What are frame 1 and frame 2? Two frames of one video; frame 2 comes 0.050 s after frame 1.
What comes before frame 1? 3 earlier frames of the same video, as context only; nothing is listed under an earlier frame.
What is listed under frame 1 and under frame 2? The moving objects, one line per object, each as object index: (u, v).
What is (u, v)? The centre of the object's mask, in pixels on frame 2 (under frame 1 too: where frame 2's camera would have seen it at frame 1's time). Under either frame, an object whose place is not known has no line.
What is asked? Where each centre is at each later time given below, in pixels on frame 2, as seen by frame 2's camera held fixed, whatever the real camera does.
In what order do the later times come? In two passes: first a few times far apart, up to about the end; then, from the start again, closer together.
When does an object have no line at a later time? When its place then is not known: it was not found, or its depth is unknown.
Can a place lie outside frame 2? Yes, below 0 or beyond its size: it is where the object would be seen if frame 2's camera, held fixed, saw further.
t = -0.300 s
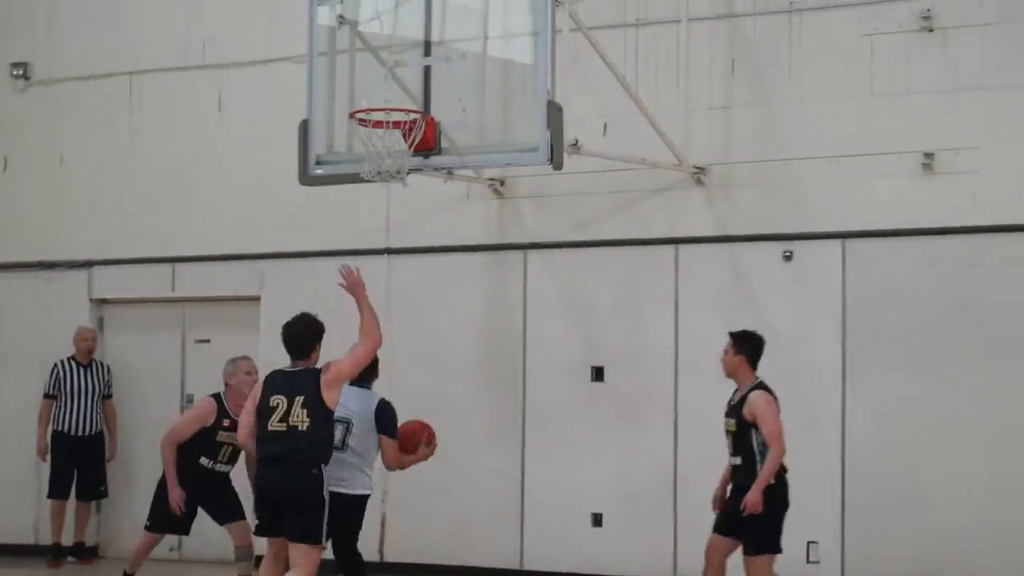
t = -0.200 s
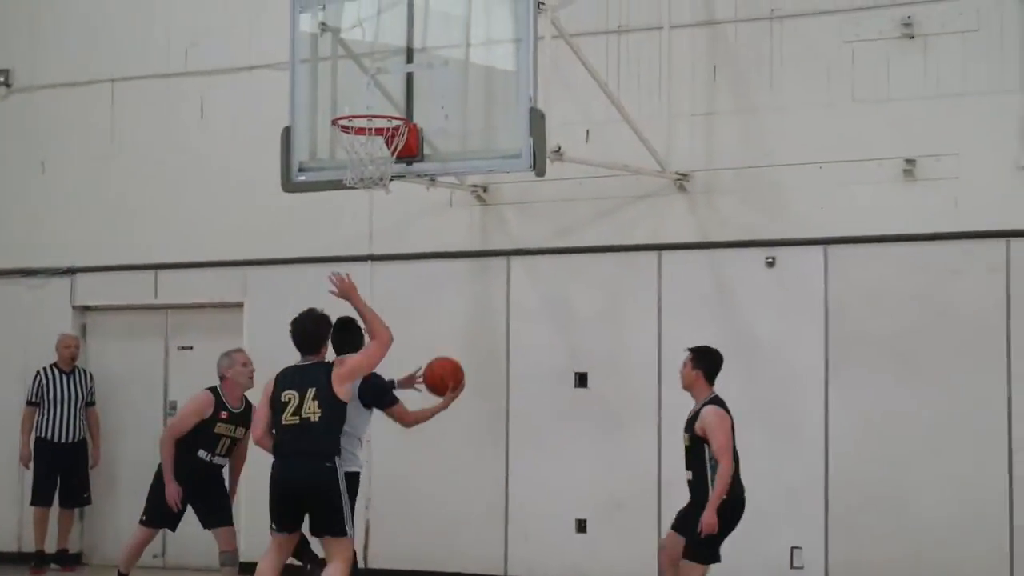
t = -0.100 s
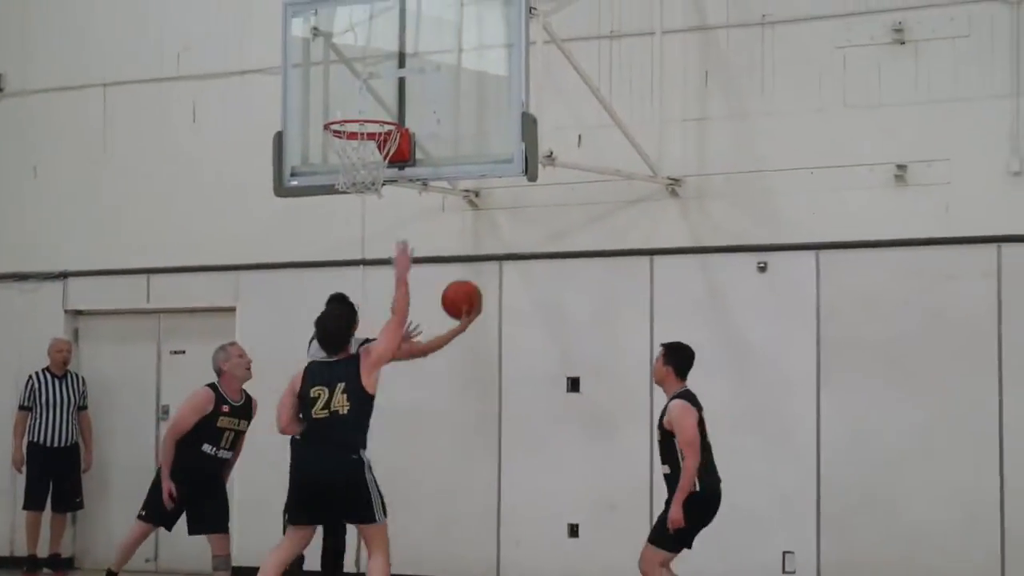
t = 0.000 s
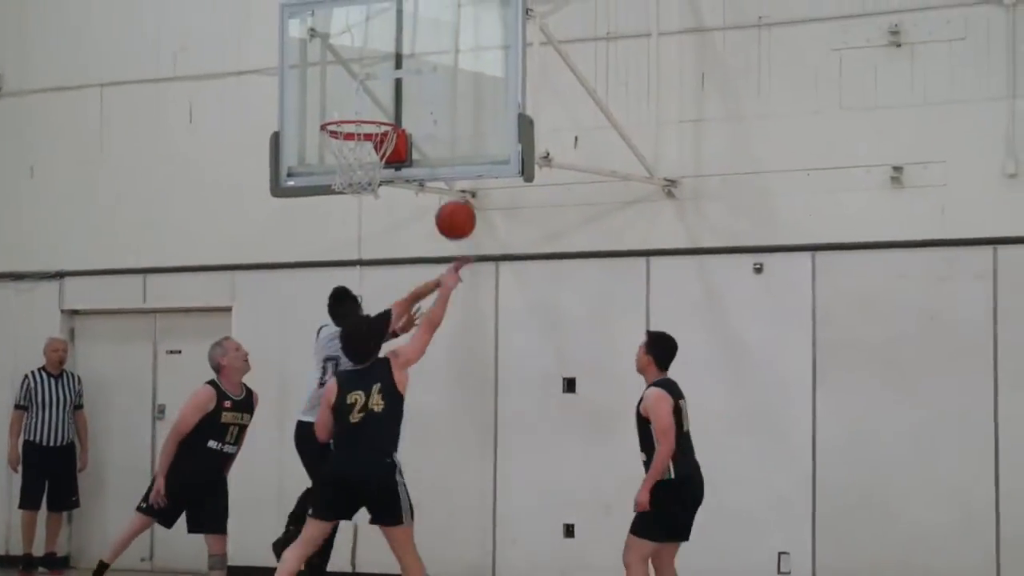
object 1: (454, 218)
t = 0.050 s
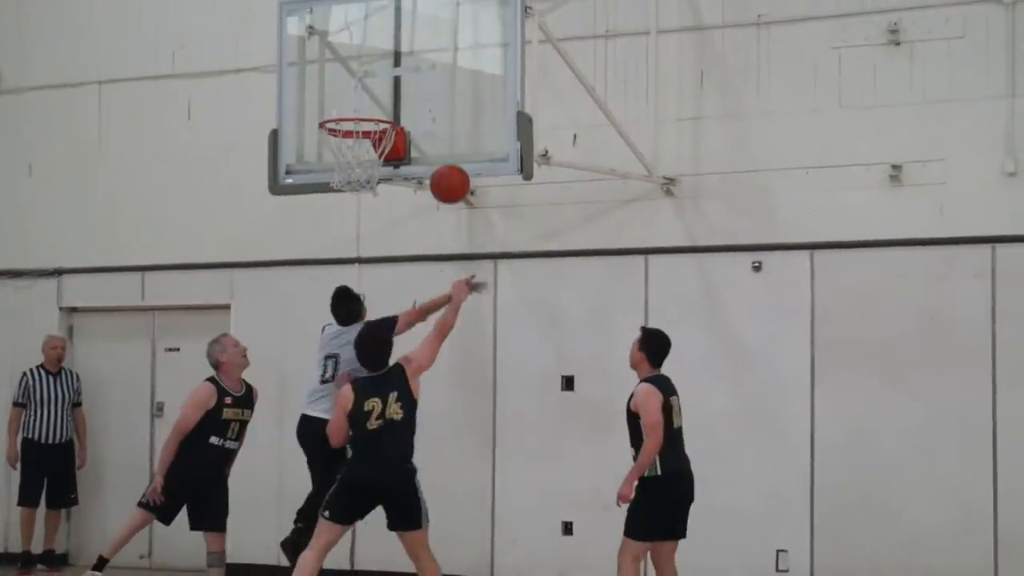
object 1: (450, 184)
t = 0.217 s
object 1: (435, 103)
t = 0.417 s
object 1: (408, 65)
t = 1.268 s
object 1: (352, 186)
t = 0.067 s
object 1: (448, 174)
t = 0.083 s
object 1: (447, 164)
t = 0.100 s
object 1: (445, 155)
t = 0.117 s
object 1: (444, 146)
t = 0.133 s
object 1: (442, 137)
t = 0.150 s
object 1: (441, 129)
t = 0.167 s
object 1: (439, 122)
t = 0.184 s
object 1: (438, 115)
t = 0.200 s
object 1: (436, 109)
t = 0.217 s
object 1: (435, 103)
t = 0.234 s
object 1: (433, 97)
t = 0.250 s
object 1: (432, 92)
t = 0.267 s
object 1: (430, 88)
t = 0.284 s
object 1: (429, 83)
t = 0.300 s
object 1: (427, 80)
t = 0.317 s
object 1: (426, 76)
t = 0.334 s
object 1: (424, 74)
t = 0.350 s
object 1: (423, 71)
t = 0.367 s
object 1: (420, 69)
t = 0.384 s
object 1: (416, 67)
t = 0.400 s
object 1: (412, 66)
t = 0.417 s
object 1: (408, 65)
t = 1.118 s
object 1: (374, 167)
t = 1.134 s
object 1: (372, 168)
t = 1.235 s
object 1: (357, 181)
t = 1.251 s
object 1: (355, 184)
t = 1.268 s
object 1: (352, 186)
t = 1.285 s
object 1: (350, 190)
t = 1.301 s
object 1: (347, 195)
